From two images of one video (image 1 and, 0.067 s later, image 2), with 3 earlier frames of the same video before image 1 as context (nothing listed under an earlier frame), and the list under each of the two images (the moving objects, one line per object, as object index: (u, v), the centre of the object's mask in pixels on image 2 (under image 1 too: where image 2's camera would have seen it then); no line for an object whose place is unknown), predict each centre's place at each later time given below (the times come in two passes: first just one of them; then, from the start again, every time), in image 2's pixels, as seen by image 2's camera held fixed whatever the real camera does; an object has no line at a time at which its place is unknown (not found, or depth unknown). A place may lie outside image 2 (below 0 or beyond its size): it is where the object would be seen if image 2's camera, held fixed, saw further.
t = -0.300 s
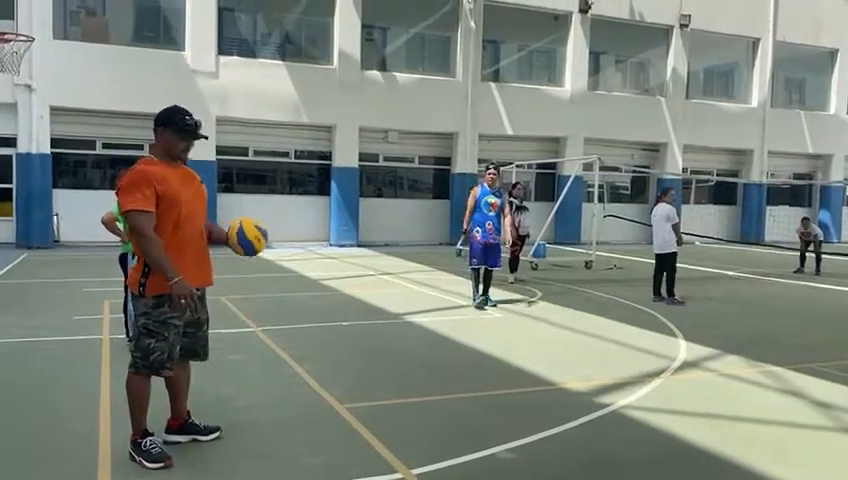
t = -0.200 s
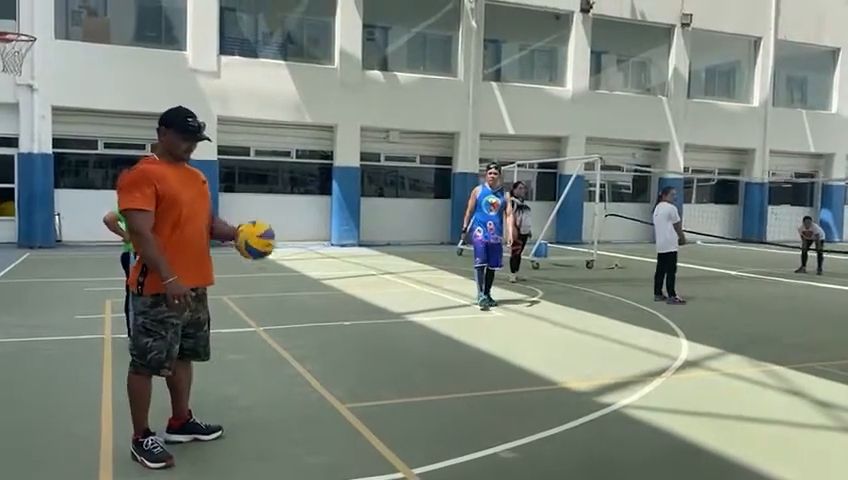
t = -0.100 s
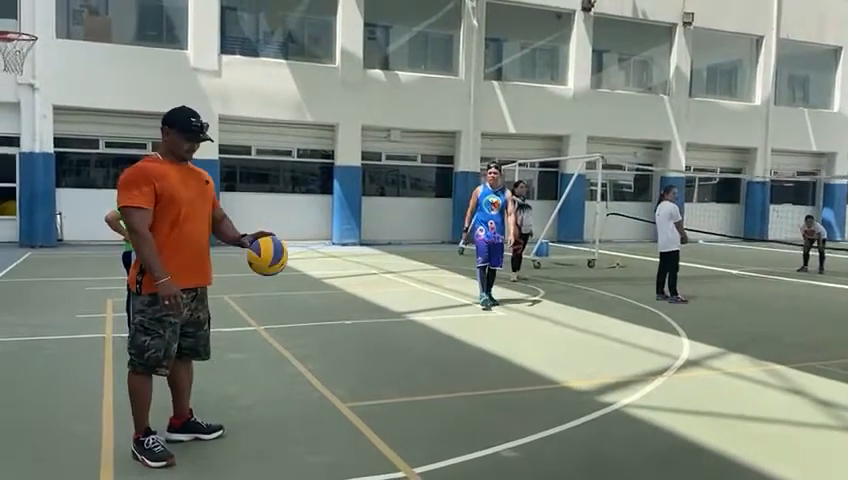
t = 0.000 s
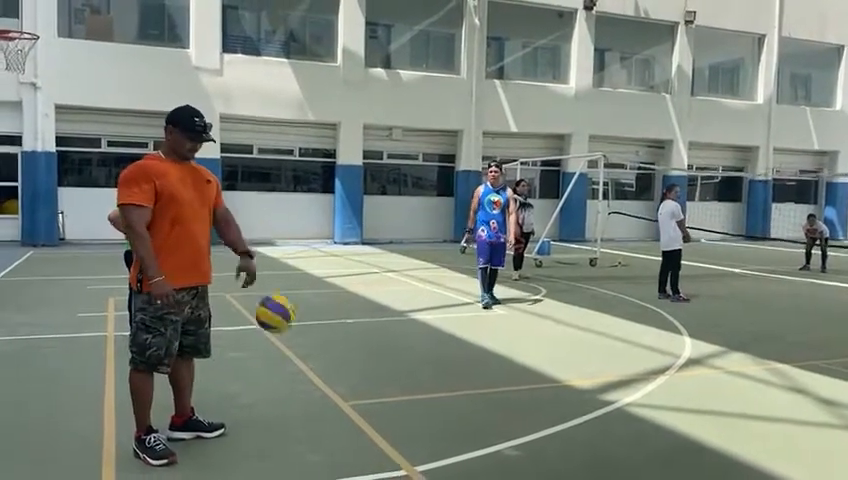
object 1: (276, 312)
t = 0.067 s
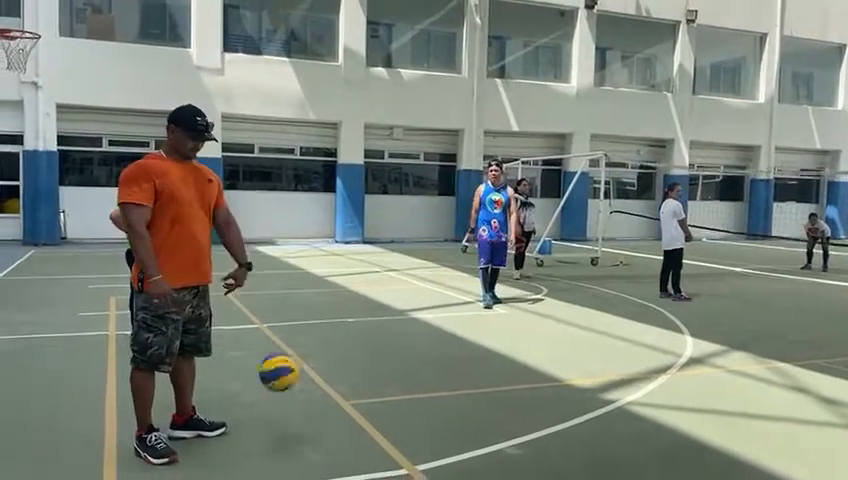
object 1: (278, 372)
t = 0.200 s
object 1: (271, 375)
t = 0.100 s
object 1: (279, 405)
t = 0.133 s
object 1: (279, 430)
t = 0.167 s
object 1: (275, 401)
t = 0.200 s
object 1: (271, 375)
